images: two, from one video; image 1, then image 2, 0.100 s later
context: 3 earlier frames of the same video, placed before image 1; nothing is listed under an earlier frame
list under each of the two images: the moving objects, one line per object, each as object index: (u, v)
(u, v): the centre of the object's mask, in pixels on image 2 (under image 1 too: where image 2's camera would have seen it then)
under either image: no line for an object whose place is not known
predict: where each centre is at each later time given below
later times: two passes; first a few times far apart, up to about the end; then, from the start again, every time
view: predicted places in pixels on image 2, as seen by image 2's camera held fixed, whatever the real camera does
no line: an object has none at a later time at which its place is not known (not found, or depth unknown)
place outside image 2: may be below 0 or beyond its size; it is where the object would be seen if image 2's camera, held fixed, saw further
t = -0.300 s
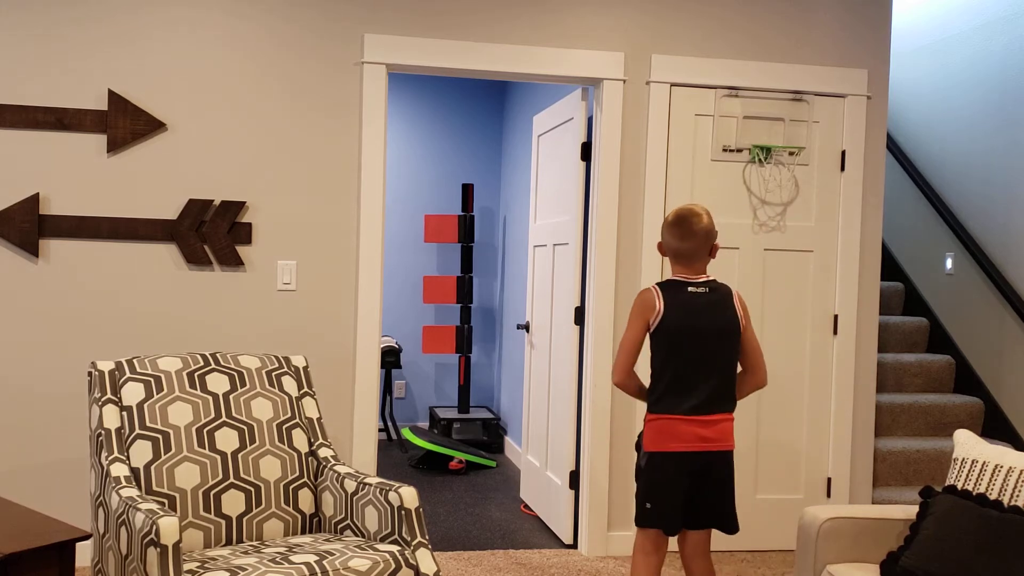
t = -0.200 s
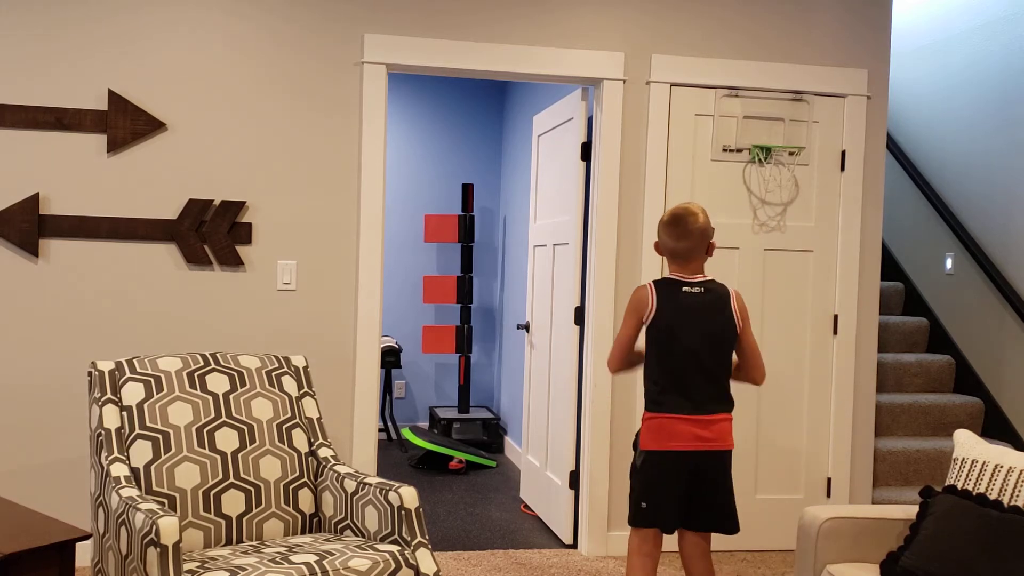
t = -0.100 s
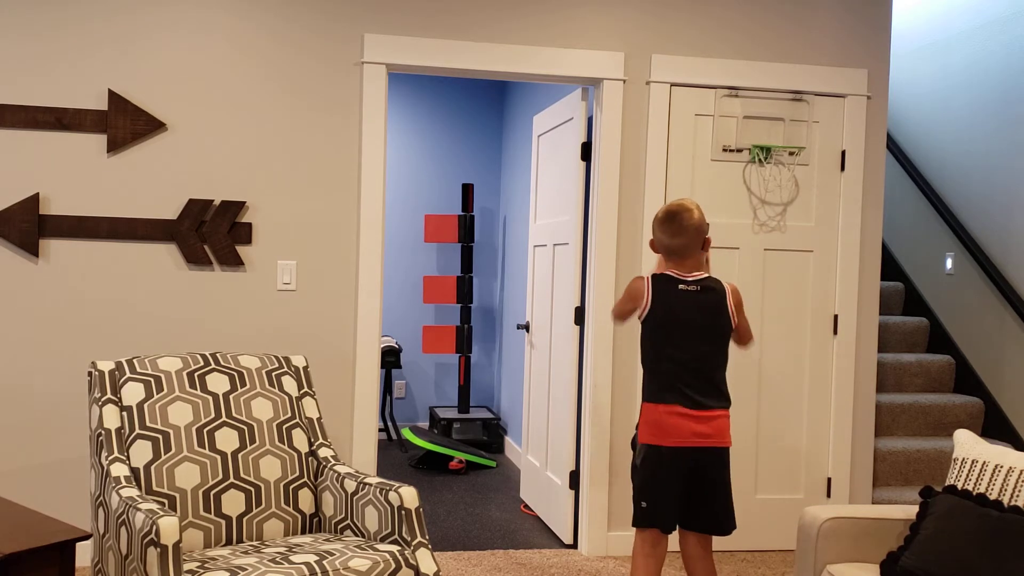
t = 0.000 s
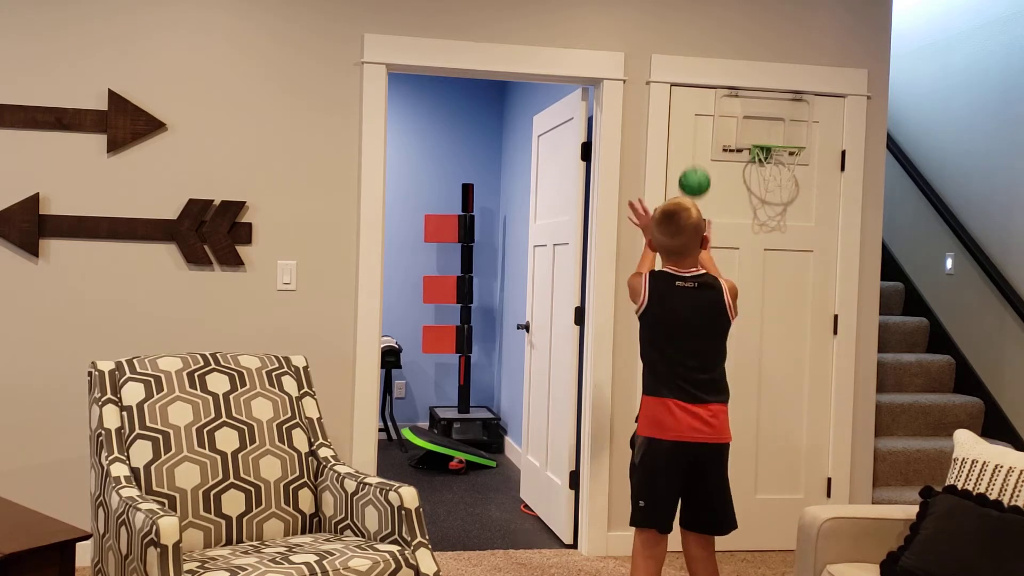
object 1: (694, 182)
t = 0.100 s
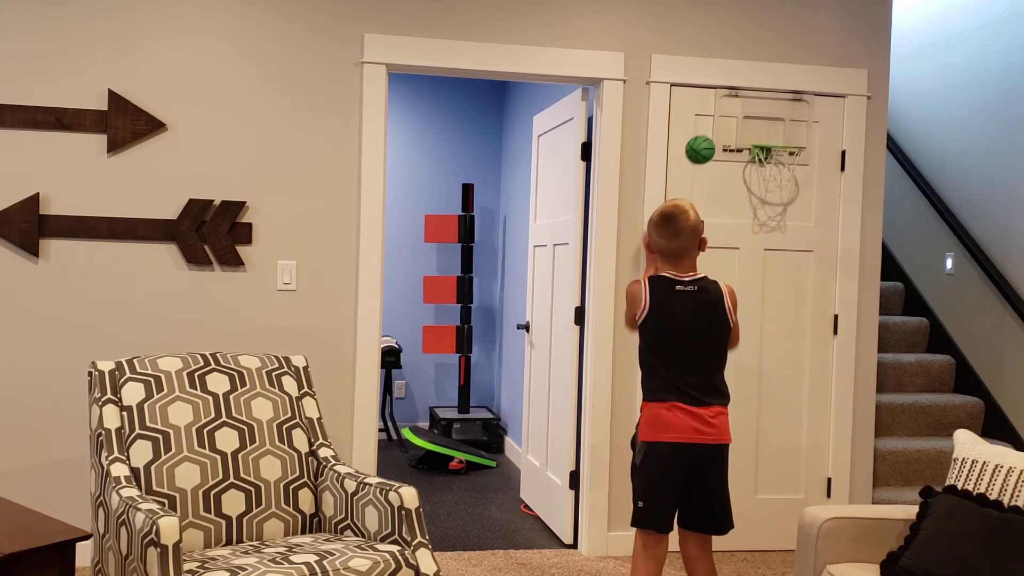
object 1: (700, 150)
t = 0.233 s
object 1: (705, 148)
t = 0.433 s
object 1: (761, 203)
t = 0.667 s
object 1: (839, 415)
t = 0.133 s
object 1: (702, 145)
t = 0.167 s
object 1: (703, 144)
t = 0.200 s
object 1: (704, 145)
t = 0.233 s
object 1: (705, 148)
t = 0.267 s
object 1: (710, 152)
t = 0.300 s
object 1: (720, 157)
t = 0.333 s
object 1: (730, 164)
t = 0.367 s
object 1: (740, 174)
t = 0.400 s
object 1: (750, 188)
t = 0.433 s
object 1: (761, 203)
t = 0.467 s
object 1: (772, 223)
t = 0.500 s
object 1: (782, 246)
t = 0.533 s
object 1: (793, 271)
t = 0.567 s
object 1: (804, 302)
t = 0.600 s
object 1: (815, 336)
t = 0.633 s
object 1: (827, 374)
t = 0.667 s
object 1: (839, 415)
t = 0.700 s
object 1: (851, 462)
